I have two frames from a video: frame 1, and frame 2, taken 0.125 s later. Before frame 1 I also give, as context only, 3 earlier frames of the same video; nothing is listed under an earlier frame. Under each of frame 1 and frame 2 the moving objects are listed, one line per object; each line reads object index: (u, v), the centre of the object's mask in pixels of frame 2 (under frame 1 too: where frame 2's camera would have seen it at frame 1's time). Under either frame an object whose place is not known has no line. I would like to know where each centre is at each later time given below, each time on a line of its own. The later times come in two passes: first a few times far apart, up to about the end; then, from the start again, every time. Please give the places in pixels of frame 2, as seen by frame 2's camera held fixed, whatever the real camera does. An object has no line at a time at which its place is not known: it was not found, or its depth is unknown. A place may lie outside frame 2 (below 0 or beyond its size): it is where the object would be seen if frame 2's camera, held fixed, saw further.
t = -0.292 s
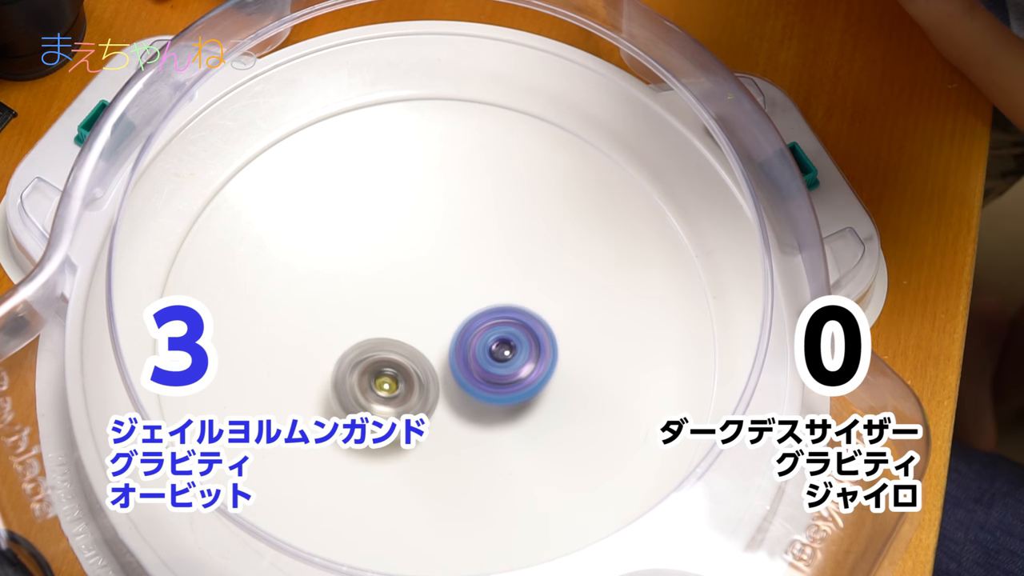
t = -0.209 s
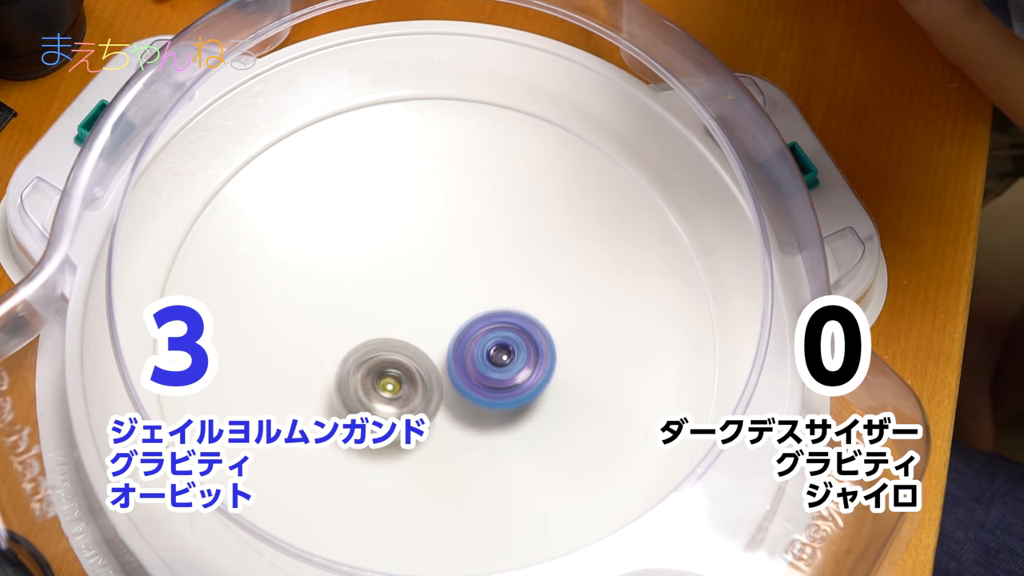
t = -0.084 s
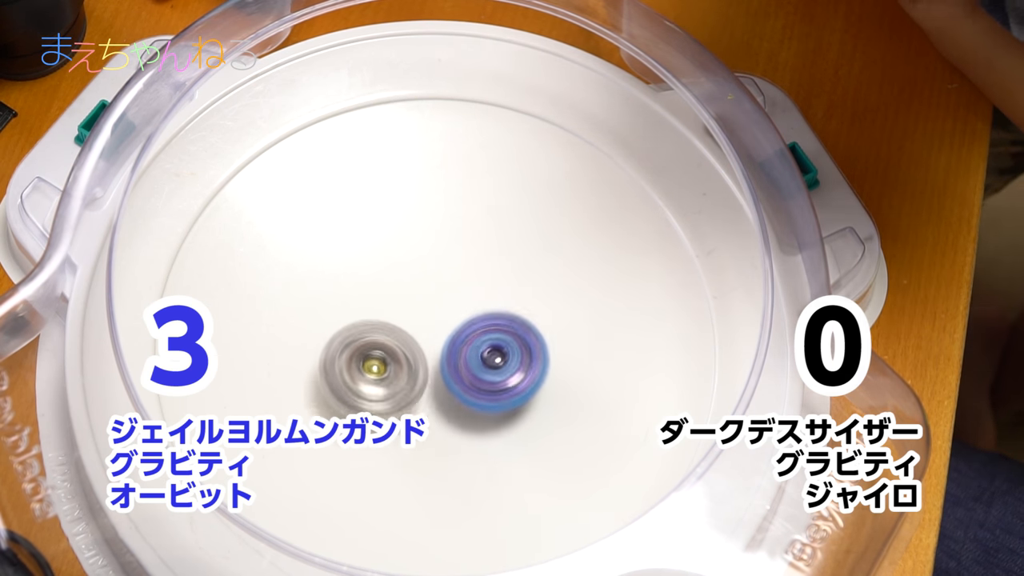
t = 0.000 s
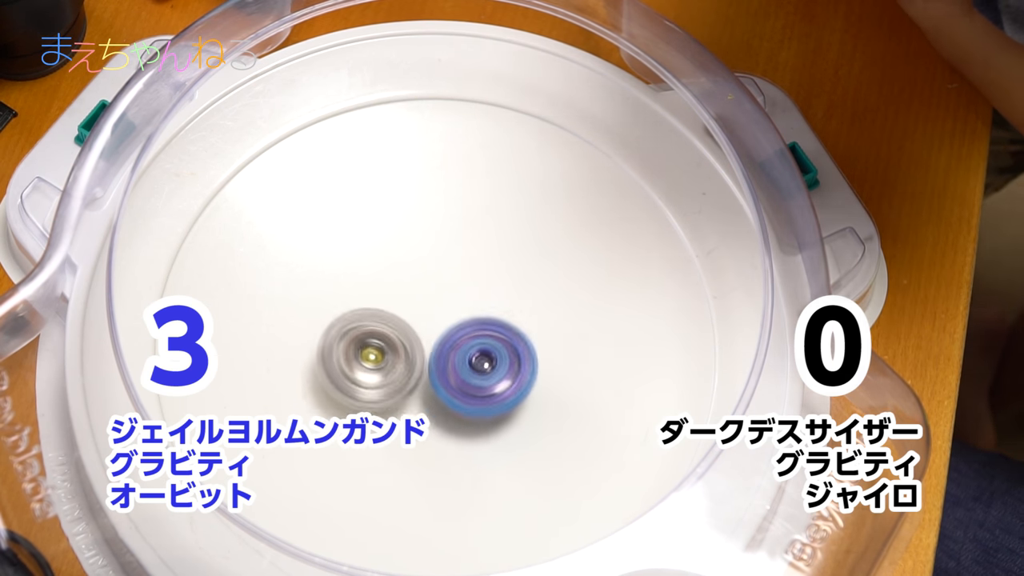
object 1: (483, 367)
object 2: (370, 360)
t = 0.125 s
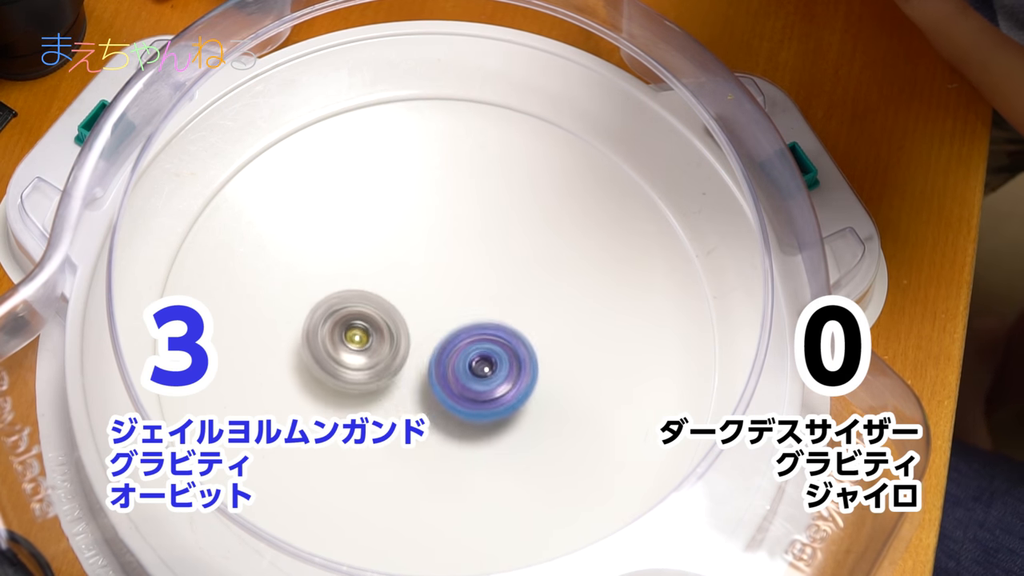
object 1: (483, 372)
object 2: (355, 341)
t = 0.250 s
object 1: (466, 376)
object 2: (363, 332)
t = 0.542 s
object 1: (459, 384)
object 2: (369, 304)
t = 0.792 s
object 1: (448, 386)
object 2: (383, 288)
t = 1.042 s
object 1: (429, 380)
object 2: (394, 277)
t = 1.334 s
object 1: (424, 395)
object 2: (430, 260)
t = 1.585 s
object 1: (409, 389)
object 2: (454, 287)
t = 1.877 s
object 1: (394, 389)
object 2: (477, 300)
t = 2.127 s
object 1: (378, 386)
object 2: (489, 304)
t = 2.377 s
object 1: (379, 367)
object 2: (484, 324)
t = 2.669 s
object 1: (347, 336)
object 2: (493, 338)
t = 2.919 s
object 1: (356, 304)
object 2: (471, 347)
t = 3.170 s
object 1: (372, 275)
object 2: (478, 368)
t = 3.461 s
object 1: (408, 264)
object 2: (468, 372)
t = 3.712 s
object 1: (436, 260)
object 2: (452, 384)
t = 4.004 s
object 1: (477, 252)
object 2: (422, 408)
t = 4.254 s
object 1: (495, 265)
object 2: (418, 397)
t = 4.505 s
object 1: (499, 301)
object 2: (398, 383)
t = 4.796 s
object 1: (492, 315)
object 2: (371, 381)
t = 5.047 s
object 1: (525, 310)
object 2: (313, 385)
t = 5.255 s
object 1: (515, 305)
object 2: (340, 379)
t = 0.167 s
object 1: (478, 372)
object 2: (356, 338)
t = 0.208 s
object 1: (472, 374)
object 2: (359, 335)
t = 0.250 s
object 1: (466, 376)
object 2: (363, 332)
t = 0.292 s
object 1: (469, 382)
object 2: (359, 323)
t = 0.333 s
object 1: (471, 385)
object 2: (356, 316)
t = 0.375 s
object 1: (470, 386)
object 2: (356, 310)
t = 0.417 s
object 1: (469, 386)
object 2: (357, 306)
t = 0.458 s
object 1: (466, 386)
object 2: (359, 304)
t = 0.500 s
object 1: (463, 385)
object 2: (363, 304)
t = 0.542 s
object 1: (459, 384)
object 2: (369, 304)
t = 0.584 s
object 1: (455, 383)
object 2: (374, 305)
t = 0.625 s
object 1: (453, 384)
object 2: (379, 303)
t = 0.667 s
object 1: (454, 388)
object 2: (380, 297)
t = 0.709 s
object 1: (454, 389)
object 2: (381, 293)
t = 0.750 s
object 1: (451, 388)
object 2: (382, 289)
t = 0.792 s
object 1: (448, 386)
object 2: (383, 288)
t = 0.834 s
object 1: (443, 384)
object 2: (385, 288)
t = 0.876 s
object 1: (439, 382)
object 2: (386, 288)
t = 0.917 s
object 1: (435, 380)
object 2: (387, 288)
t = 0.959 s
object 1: (433, 382)
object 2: (387, 285)
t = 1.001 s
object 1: (431, 382)
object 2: (390, 280)
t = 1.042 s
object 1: (429, 380)
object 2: (394, 277)
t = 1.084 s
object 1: (426, 379)
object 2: (398, 276)
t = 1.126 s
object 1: (424, 377)
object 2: (403, 275)
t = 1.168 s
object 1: (422, 380)
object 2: (408, 270)
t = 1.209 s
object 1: (421, 389)
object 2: (414, 262)
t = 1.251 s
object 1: (422, 394)
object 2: (421, 257)
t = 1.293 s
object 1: (423, 396)
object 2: (426, 257)
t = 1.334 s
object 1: (424, 395)
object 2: (430, 260)
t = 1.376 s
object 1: (422, 394)
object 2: (433, 265)
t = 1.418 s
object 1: (420, 391)
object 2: (437, 269)
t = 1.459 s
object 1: (418, 389)
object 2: (440, 277)
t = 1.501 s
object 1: (417, 387)
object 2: (443, 283)
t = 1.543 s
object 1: (414, 384)
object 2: (446, 292)
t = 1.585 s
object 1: (409, 389)
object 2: (454, 287)
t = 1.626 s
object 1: (406, 392)
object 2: (460, 286)
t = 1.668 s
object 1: (406, 392)
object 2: (463, 288)
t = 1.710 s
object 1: (405, 391)
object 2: (463, 293)
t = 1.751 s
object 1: (406, 390)
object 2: (463, 296)
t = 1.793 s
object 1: (405, 387)
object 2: (463, 303)
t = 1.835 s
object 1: (405, 385)
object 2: (464, 308)
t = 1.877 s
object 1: (394, 389)
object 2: (477, 300)
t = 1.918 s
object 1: (385, 391)
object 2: (486, 296)
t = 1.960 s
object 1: (383, 391)
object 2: (492, 293)
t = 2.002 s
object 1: (381, 391)
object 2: (493, 295)
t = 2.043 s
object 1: (379, 389)
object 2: (492, 298)
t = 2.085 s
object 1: (379, 388)
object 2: (491, 301)
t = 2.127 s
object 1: (378, 386)
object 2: (489, 304)
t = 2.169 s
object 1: (379, 383)
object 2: (487, 308)
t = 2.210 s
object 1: (381, 380)
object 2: (485, 312)
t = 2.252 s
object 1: (383, 377)
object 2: (483, 316)
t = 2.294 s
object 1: (384, 373)
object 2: (481, 319)
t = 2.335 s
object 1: (381, 370)
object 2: (483, 321)
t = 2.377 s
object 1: (379, 367)
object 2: (484, 324)
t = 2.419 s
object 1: (379, 362)
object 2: (484, 326)
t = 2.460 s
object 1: (376, 357)
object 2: (484, 330)
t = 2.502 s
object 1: (372, 351)
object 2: (484, 332)
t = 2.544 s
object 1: (359, 348)
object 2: (495, 333)
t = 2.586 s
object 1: (352, 344)
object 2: (497, 335)
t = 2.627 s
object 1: (348, 340)
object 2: (495, 336)
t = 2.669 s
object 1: (347, 336)
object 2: (493, 338)
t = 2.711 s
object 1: (346, 330)
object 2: (490, 339)
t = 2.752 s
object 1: (346, 326)
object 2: (487, 340)
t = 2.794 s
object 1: (347, 320)
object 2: (483, 343)
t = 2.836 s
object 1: (349, 315)
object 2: (479, 344)
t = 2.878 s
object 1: (352, 310)
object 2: (475, 346)
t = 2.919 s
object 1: (356, 304)
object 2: (471, 347)
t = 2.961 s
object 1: (362, 301)
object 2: (466, 349)
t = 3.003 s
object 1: (366, 295)
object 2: (464, 352)
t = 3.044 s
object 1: (362, 287)
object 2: (469, 359)
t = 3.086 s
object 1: (364, 281)
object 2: (473, 364)
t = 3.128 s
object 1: (366, 278)
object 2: (476, 367)
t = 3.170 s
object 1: (372, 275)
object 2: (478, 368)
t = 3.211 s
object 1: (376, 272)
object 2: (479, 368)
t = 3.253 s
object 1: (383, 271)
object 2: (478, 367)
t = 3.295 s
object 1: (389, 270)
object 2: (475, 365)
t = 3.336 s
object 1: (396, 272)
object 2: (473, 362)
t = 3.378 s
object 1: (404, 272)
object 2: (468, 360)
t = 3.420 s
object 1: (406, 266)
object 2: (469, 366)
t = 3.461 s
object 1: (408, 264)
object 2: (468, 372)
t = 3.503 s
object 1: (413, 264)
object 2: (465, 374)
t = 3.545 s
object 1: (418, 266)
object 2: (462, 373)
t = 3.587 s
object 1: (424, 268)
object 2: (459, 372)
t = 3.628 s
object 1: (429, 266)
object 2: (457, 377)
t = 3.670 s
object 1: (433, 260)
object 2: (454, 383)
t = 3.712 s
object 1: (436, 260)
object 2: (452, 384)
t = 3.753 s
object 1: (440, 261)
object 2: (449, 383)
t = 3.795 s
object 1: (445, 264)
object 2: (447, 381)
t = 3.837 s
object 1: (450, 268)
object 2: (444, 380)
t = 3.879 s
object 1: (453, 273)
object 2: (442, 378)
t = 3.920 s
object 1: (462, 270)
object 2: (437, 382)
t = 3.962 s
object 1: (472, 256)
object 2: (430, 397)
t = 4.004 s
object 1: (477, 252)
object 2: (422, 408)
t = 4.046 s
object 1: (480, 251)
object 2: (420, 410)
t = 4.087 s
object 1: (486, 251)
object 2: (419, 409)
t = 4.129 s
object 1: (488, 253)
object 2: (419, 406)
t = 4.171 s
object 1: (492, 256)
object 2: (419, 404)
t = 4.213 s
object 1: (493, 261)
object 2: (419, 401)
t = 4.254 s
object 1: (495, 265)
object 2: (418, 397)
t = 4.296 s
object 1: (495, 272)
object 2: (418, 394)
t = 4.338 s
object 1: (495, 278)
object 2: (418, 390)
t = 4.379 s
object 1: (494, 286)
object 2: (417, 387)
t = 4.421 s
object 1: (491, 295)
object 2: (416, 384)
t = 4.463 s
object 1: (489, 302)
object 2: (416, 382)
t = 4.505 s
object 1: (499, 301)
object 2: (398, 383)
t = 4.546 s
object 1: (509, 297)
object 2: (380, 385)
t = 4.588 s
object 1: (510, 296)
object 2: (368, 386)
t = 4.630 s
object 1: (510, 298)
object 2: (365, 385)
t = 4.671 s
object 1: (506, 302)
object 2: (365, 385)
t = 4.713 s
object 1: (502, 305)
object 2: (367, 384)
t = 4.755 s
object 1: (498, 310)
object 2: (369, 383)
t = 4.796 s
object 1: (492, 315)
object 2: (371, 381)
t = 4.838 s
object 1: (486, 320)
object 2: (374, 380)
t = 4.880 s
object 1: (478, 326)
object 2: (377, 378)
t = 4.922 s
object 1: (474, 330)
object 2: (376, 378)
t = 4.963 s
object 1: (500, 322)
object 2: (341, 382)
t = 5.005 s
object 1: (517, 315)
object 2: (321, 384)
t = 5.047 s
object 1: (525, 310)
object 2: (313, 385)
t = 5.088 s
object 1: (525, 307)
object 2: (314, 384)
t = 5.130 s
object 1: (523, 304)
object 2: (319, 383)
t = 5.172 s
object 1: (523, 304)
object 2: (325, 383)
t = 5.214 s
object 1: (520, 305)
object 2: (333, 381)
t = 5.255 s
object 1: (515, 305)
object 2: (340, 379)
